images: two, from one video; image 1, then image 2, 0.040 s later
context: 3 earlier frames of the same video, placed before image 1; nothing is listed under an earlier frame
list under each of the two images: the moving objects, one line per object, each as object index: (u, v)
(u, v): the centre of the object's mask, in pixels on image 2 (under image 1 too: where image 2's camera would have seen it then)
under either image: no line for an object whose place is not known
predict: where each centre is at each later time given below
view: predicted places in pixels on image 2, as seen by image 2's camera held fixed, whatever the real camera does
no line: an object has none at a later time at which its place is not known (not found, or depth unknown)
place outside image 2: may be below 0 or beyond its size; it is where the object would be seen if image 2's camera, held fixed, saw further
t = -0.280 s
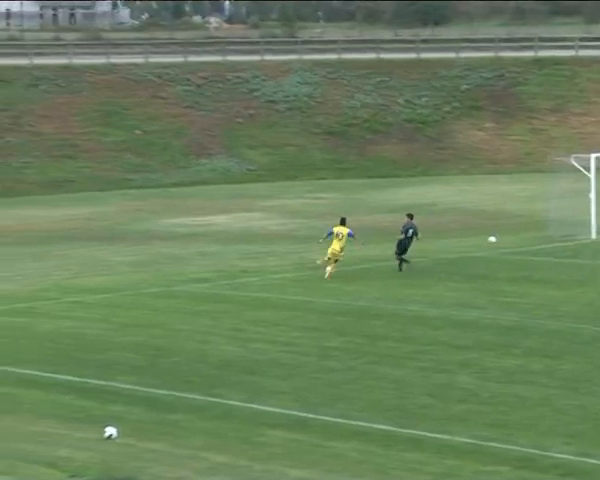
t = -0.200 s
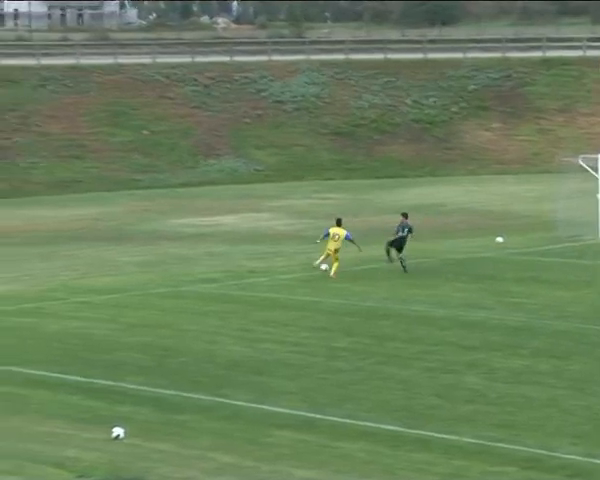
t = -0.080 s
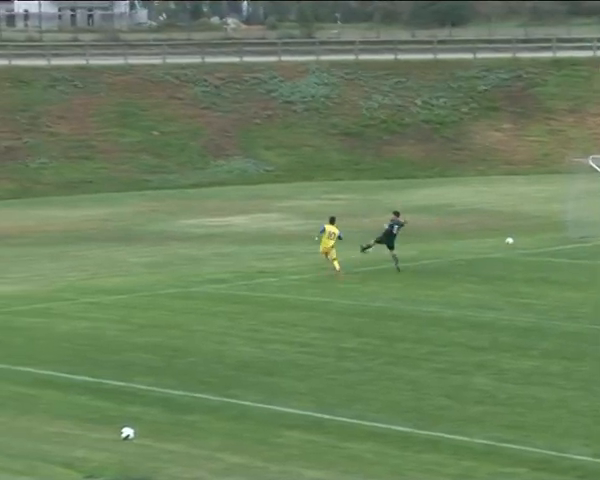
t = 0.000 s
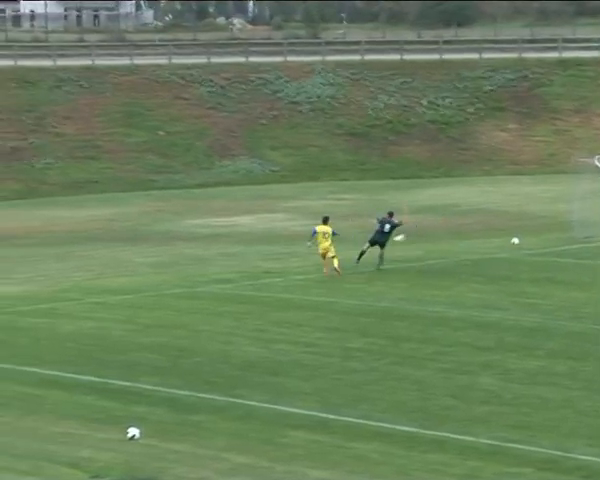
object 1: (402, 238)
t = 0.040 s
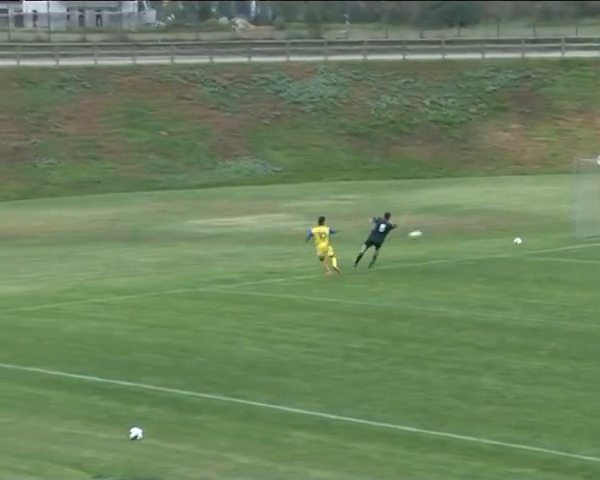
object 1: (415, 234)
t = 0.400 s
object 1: (533, 222)
